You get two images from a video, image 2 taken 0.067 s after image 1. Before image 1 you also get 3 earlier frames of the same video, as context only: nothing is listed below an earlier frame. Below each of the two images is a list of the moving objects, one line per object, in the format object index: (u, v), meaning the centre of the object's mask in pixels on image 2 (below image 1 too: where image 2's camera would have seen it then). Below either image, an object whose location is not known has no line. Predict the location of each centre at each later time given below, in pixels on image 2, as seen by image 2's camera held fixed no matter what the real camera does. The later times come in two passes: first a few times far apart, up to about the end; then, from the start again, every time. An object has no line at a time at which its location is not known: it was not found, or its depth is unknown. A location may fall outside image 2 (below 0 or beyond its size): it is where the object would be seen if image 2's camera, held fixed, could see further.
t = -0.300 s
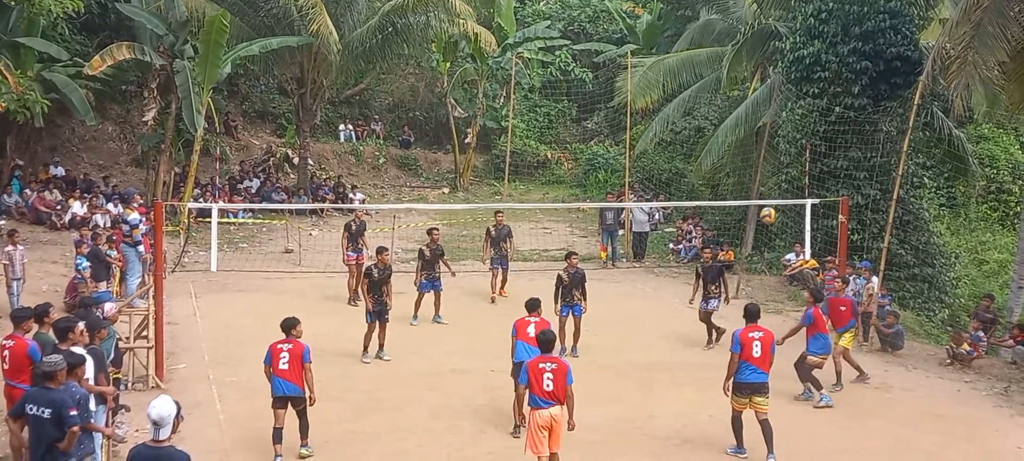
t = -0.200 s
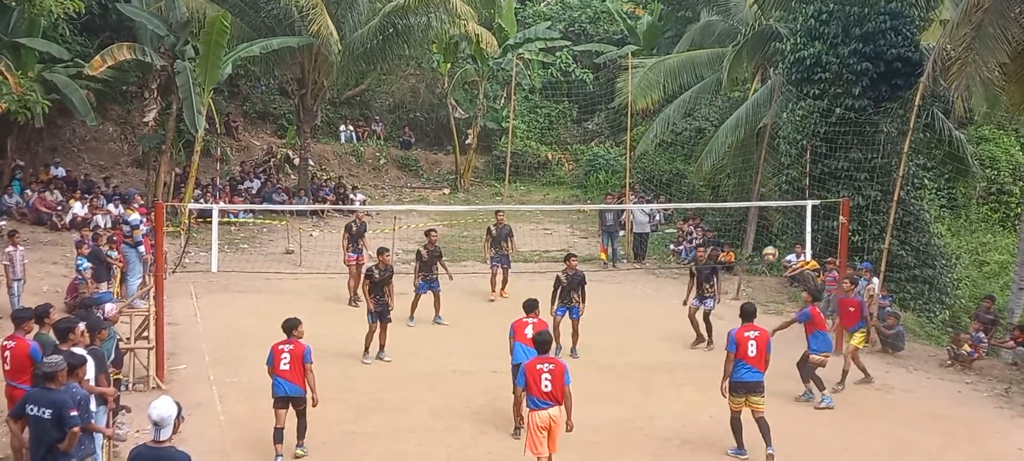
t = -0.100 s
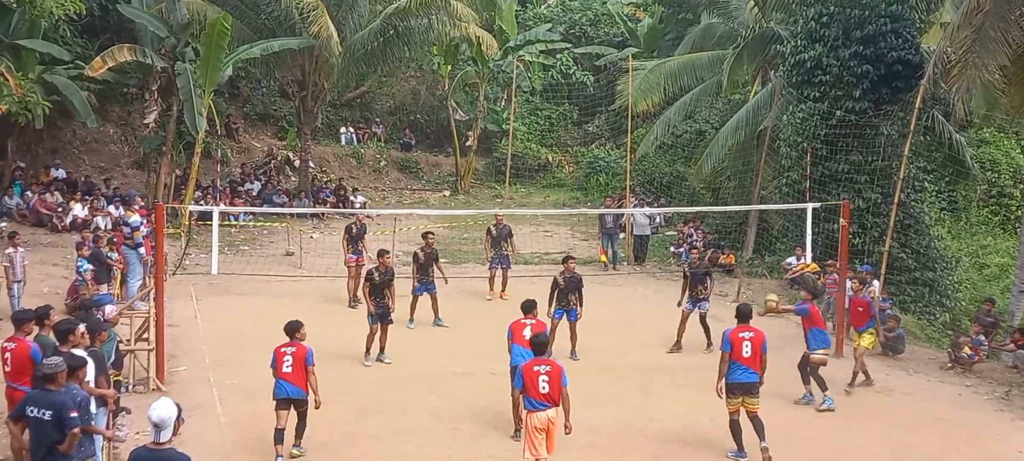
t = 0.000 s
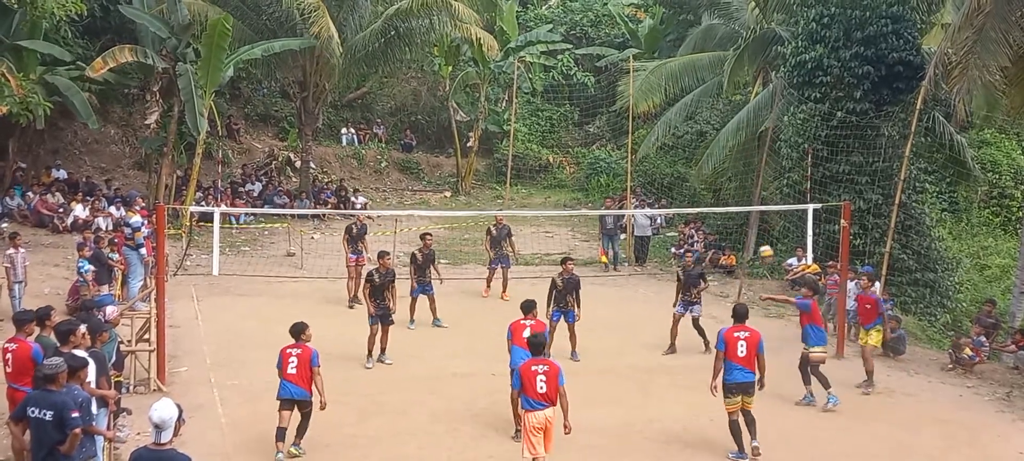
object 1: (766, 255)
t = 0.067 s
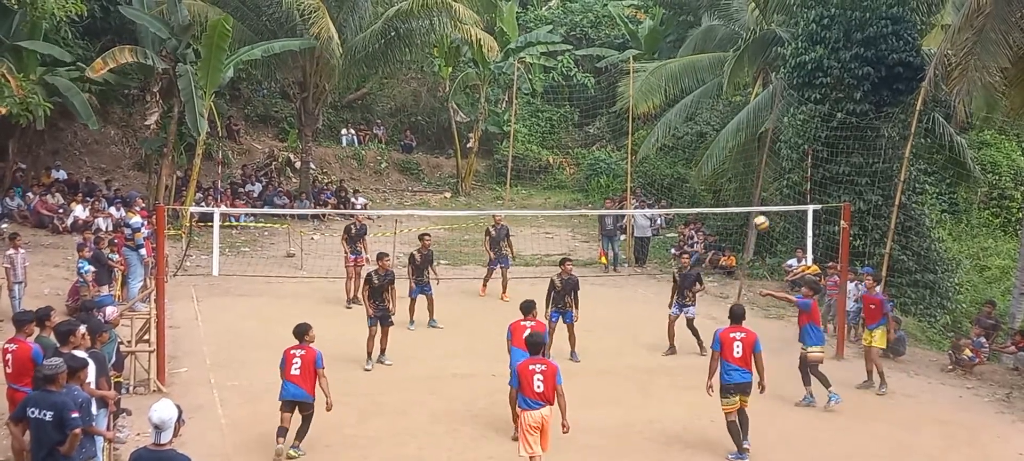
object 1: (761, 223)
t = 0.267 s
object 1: (748, 149)
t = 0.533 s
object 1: (728, 95)
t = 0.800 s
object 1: (707, 95)
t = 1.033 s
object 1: (687, 141)
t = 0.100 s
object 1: (759, 209)
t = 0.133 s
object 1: (757, 196)
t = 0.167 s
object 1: (755, 181)
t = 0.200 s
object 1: (752, 170)
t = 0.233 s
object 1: (750, 160)
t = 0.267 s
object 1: (748, 149)
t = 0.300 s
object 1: (745, 140)
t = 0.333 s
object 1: (743, 131)
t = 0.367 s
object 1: (741, 123)
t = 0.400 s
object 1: (738, 116)
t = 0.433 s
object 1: (735, 110)
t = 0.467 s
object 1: (732, 104)
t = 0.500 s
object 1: (731, 100)
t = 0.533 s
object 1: (728, 95)
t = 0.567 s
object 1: (725, 92)
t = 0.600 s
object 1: (723, 91)
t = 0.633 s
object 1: (720, 90)
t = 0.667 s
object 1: (717, 89)
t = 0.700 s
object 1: (715, 90)
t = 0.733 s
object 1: (713, 91)
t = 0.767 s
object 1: (709, 92)
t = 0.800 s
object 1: (707, 95)
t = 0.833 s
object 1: (704, 99)
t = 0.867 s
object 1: (701, 104)
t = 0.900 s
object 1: (698, 109)
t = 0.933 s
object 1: (695, 117)
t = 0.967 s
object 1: (692, 123)
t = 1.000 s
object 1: (689, 131)
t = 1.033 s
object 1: (687, 141)
